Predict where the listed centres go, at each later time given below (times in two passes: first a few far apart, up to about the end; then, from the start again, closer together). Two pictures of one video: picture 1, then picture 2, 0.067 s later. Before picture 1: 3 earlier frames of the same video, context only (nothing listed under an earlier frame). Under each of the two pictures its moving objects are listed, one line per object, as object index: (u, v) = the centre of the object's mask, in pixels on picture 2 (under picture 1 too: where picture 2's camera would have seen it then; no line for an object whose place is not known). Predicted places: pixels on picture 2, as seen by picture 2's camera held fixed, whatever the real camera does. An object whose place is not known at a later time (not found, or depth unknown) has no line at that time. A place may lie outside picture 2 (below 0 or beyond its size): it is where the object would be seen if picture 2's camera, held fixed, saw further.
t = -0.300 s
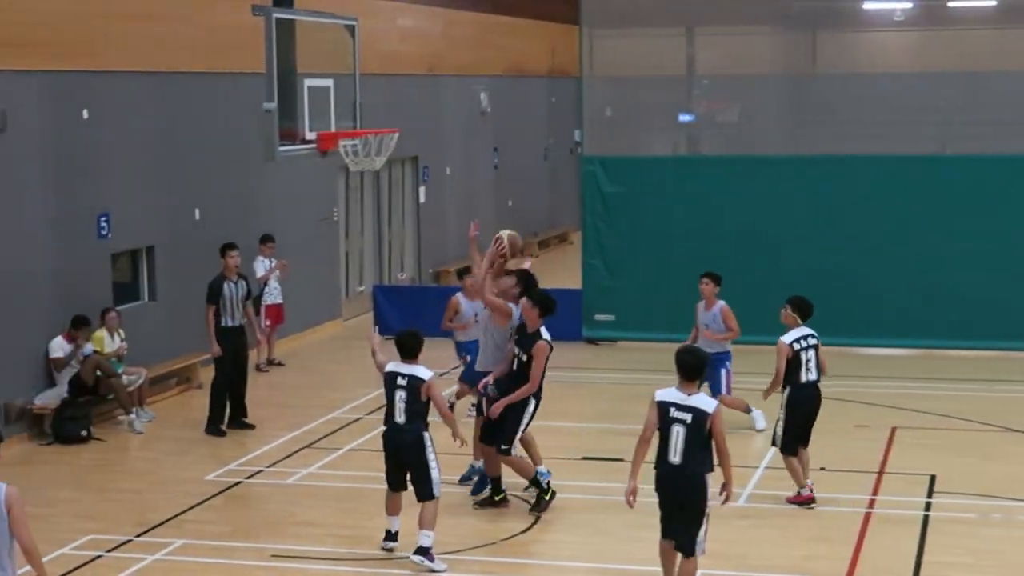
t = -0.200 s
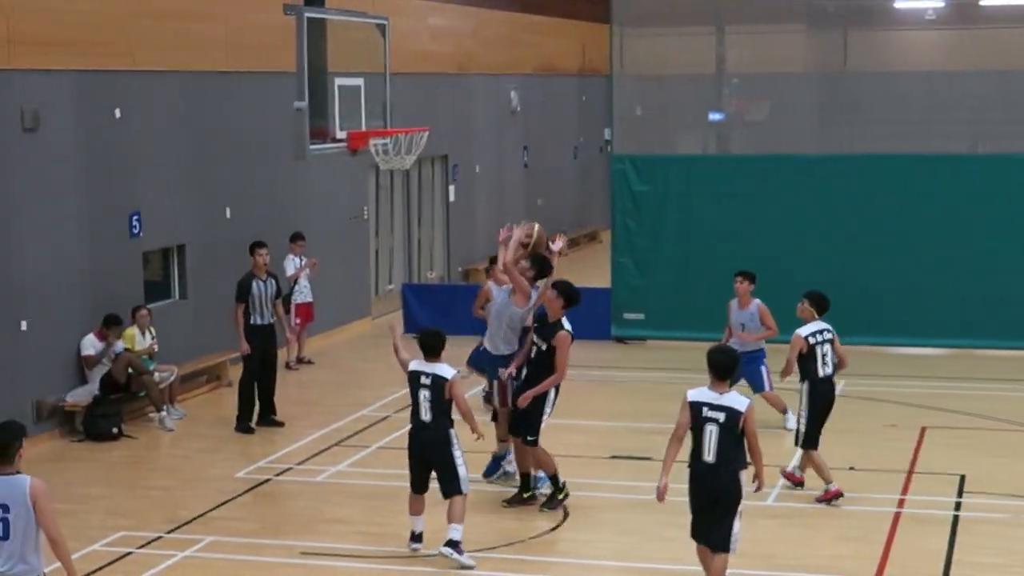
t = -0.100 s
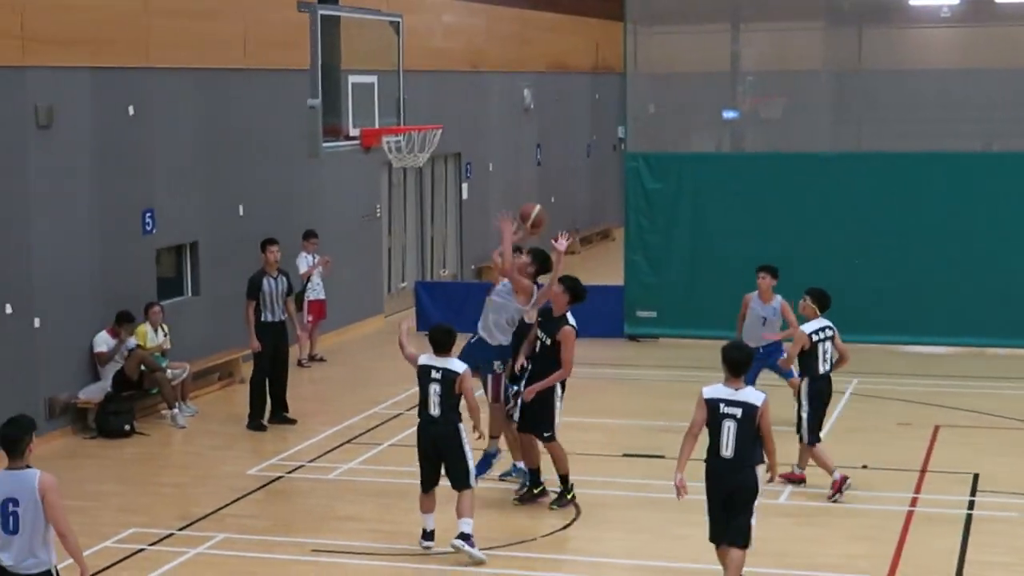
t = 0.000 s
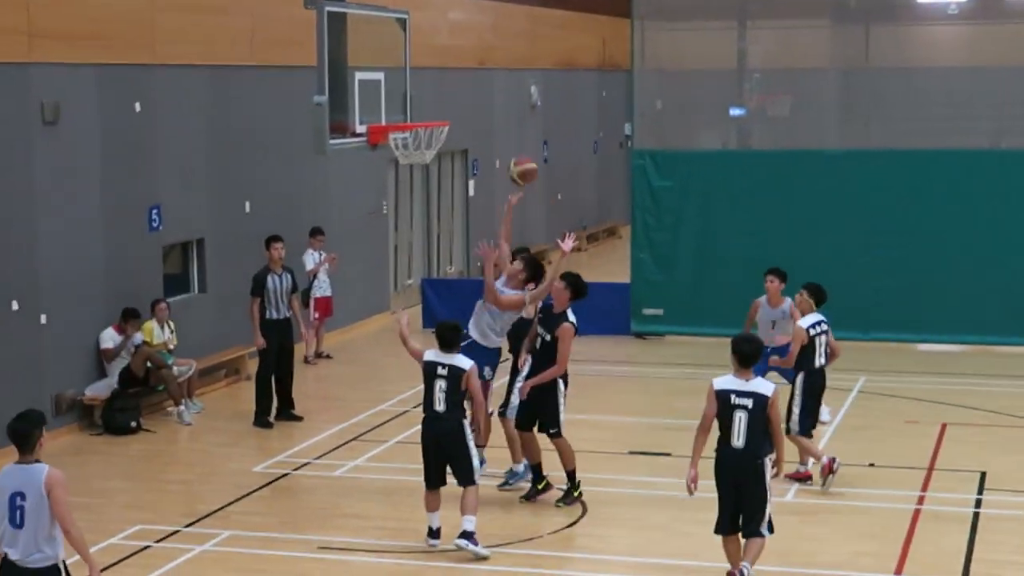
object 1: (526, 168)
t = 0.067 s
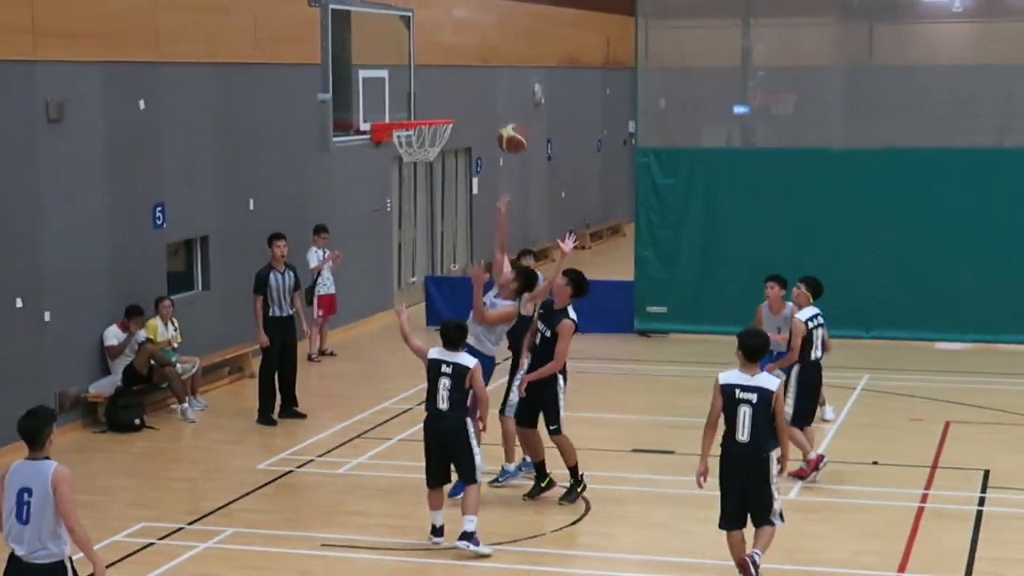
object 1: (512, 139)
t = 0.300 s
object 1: (462, 77)
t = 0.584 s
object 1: (404, 92)
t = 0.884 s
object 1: (388, 84)
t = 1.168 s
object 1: (387, 93)
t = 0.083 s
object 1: (508, 132)
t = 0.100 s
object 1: (504, 126)
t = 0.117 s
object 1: (501, 120)
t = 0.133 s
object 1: (498, 115)
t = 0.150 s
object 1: (495, 109)
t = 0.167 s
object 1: (492, 105)
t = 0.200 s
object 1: (485, 96)
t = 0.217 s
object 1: (480, 92)
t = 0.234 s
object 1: (477, 88)
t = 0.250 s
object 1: (473, 85)
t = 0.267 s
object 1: (469, 82)
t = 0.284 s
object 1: (466, 79)
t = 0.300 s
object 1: (462, 77)
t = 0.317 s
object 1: (459, 75)
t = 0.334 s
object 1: (456, 73)
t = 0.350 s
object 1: (452, 72)
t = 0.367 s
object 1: (449, 71)
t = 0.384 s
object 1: (445, 71)
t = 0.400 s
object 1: (442, 70)
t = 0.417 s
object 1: (438, 71)
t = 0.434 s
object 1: (435, 71)
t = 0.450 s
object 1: (431, 72)
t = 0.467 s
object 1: (428, 74)
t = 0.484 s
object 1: (425, 76)
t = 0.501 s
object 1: (421, 77)
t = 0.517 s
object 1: (417, 79)
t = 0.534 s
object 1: (414, 82)
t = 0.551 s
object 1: (410, 85)
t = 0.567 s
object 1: (407, 89)
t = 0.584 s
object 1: (404, 92)
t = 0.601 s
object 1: (400, 96)
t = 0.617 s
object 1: (396, 100)
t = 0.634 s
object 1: (393, 105)
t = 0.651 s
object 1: (390, 107)
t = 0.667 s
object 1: (391, 103)
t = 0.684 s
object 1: (390, 99)
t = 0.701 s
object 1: (390, 96)
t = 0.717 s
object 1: (389, 94)
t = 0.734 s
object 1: (389, 91)
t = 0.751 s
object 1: (388, 89)
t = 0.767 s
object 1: (388, 87)
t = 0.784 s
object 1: (387, 85)
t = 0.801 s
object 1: (387, 84)
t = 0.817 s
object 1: (387, 83)
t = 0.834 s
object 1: (387, 83)
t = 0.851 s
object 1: (387, 83)
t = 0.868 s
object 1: (387, 83)
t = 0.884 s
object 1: (388, 84)
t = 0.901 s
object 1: (388, 85)
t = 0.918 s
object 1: (388, 86)
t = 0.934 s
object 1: (389, 87)
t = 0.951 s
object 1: (388, 89)
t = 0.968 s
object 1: (389, 92)
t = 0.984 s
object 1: (389, 95)
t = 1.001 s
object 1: (389, 98)
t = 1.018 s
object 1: (390, 101)
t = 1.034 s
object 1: (390, 105)
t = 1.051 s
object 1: (390, 107)
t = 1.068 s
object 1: (389, 104)
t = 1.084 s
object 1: (389, 101)
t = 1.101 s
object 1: (389, 99)
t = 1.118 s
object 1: (388, 97)
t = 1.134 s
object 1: (388, 95)
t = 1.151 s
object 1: (387, 94)
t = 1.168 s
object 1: (387, 93)
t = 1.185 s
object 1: (387, 93)
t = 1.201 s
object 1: (386, 92)
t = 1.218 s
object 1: (386, 92)
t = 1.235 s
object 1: (386, 93)
